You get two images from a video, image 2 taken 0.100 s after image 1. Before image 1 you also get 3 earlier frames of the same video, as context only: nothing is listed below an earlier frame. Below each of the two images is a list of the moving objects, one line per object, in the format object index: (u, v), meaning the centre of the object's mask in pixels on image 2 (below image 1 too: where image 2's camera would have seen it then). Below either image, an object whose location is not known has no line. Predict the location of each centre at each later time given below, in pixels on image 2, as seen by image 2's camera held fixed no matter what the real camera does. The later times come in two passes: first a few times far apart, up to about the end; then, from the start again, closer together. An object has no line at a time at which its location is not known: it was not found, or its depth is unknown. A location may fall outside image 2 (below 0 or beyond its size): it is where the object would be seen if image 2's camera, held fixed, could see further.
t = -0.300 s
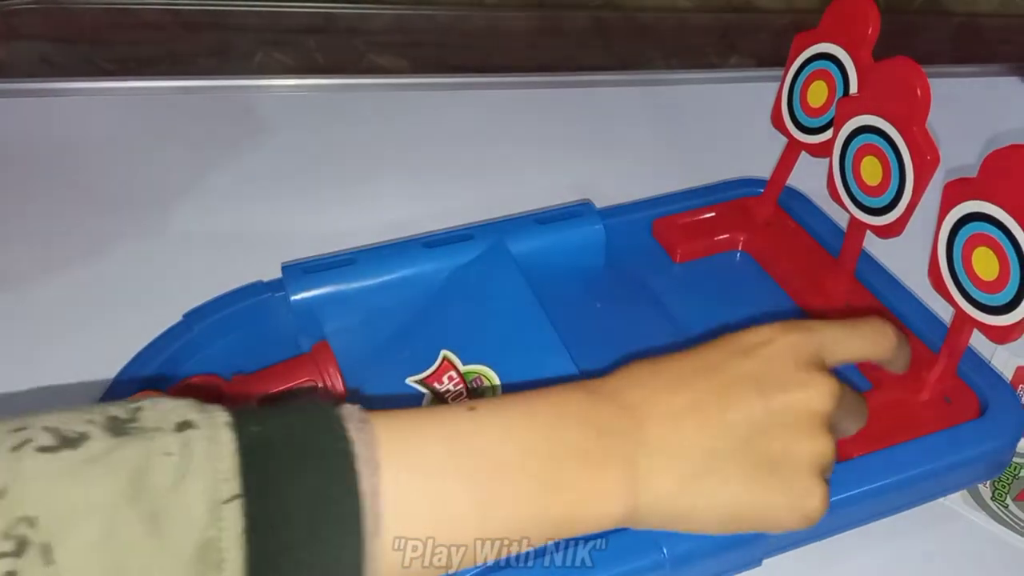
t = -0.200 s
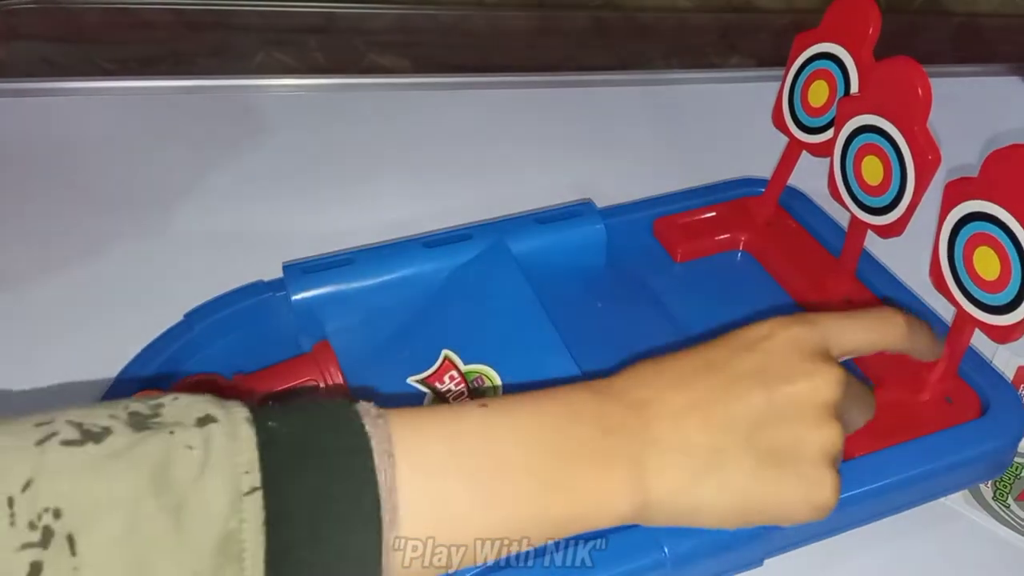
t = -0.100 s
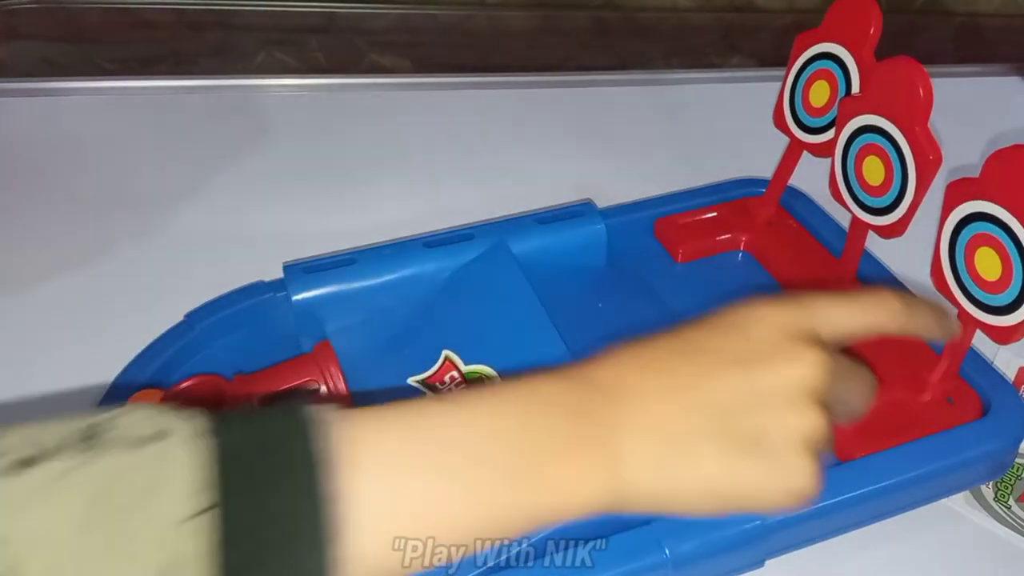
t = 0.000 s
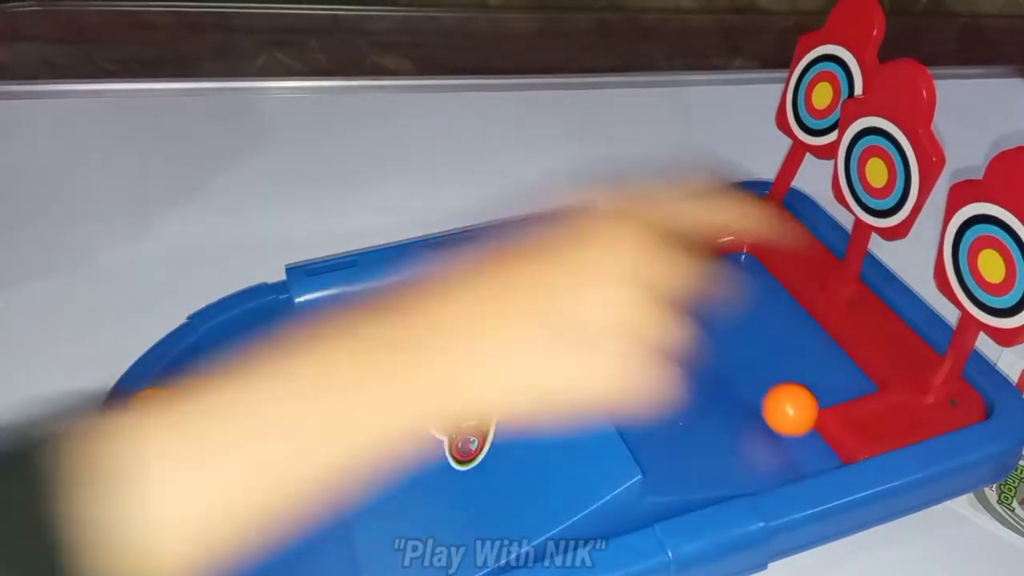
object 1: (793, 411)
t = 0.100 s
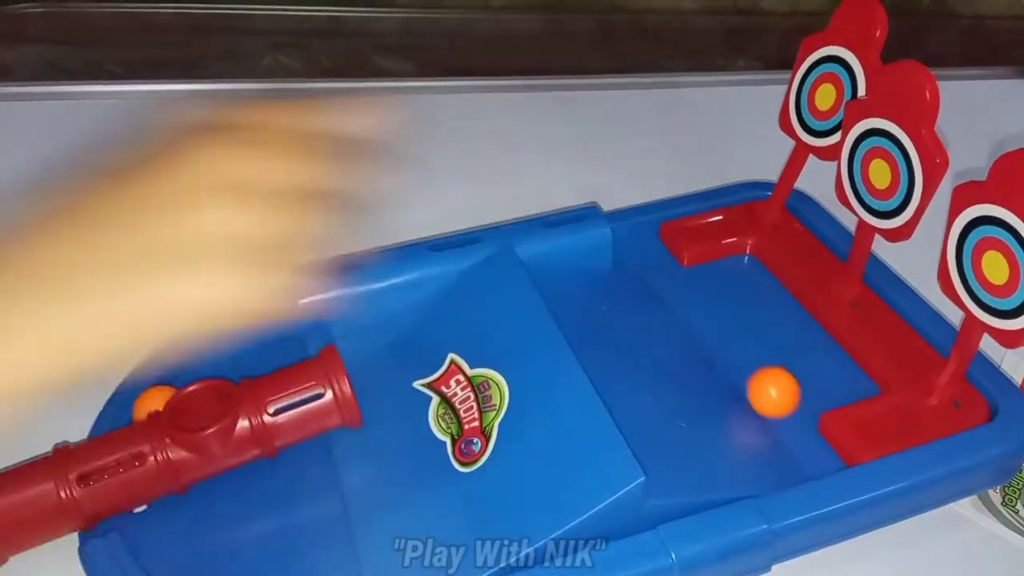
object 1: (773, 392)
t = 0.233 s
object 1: (745, 359)
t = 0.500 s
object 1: (677, 279)
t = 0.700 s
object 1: (631, 241)
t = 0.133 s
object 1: (768, 384)
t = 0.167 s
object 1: (761, 376)
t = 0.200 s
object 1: (752, 368)
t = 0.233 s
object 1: (745, 359)
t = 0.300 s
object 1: (729, 340)
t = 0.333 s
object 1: (720, 330)
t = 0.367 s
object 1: (712, 319)
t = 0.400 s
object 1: (703, 309)
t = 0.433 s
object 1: (694, 299)
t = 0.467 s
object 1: (685, 289)
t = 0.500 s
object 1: (677, 279)
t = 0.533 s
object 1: (669, 269)
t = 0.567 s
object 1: (658, 259)
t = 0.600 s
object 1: (647, 248)
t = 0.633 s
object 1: (636, 239)
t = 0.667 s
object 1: (633, 240)
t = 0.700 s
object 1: (631, 241)
